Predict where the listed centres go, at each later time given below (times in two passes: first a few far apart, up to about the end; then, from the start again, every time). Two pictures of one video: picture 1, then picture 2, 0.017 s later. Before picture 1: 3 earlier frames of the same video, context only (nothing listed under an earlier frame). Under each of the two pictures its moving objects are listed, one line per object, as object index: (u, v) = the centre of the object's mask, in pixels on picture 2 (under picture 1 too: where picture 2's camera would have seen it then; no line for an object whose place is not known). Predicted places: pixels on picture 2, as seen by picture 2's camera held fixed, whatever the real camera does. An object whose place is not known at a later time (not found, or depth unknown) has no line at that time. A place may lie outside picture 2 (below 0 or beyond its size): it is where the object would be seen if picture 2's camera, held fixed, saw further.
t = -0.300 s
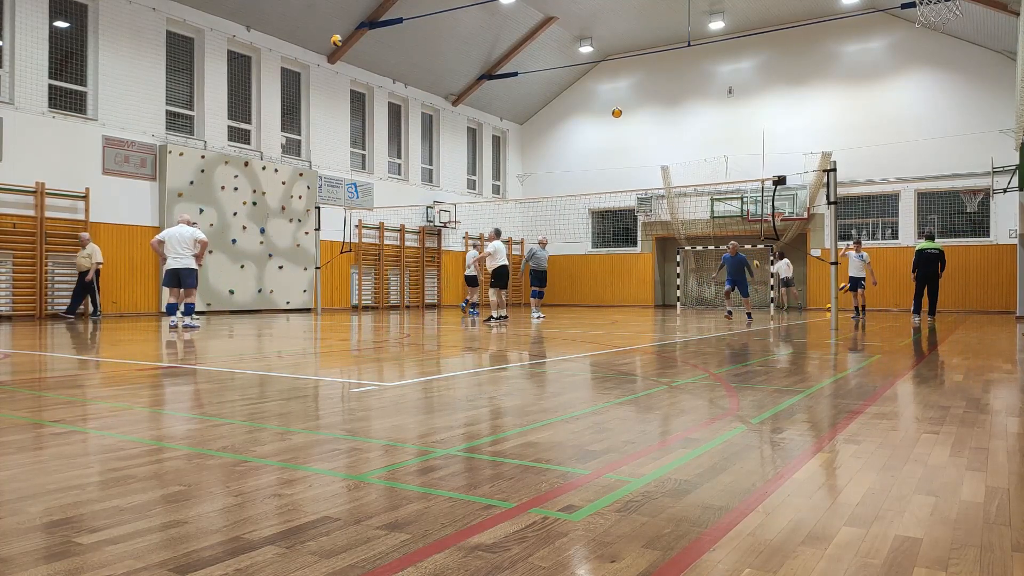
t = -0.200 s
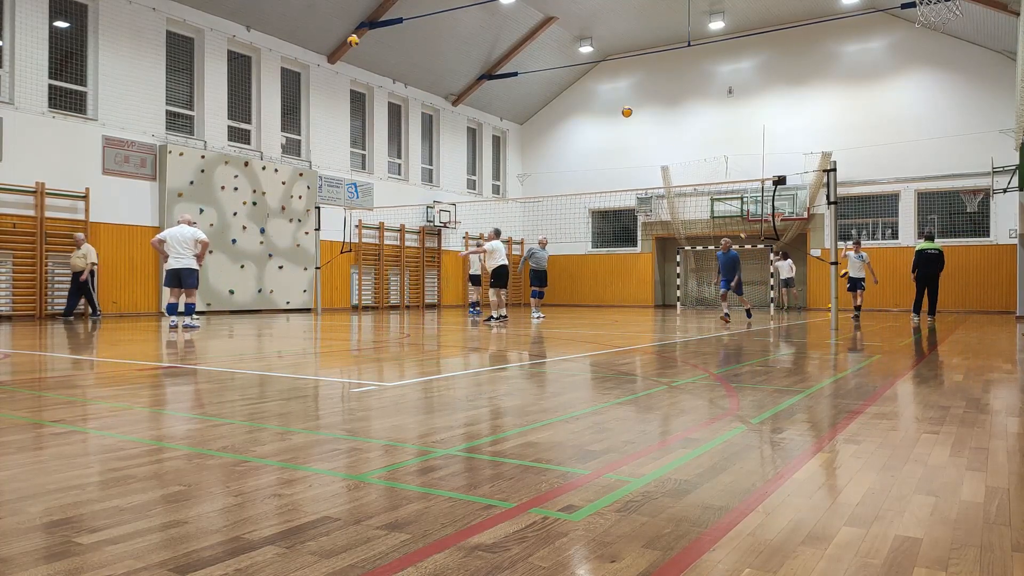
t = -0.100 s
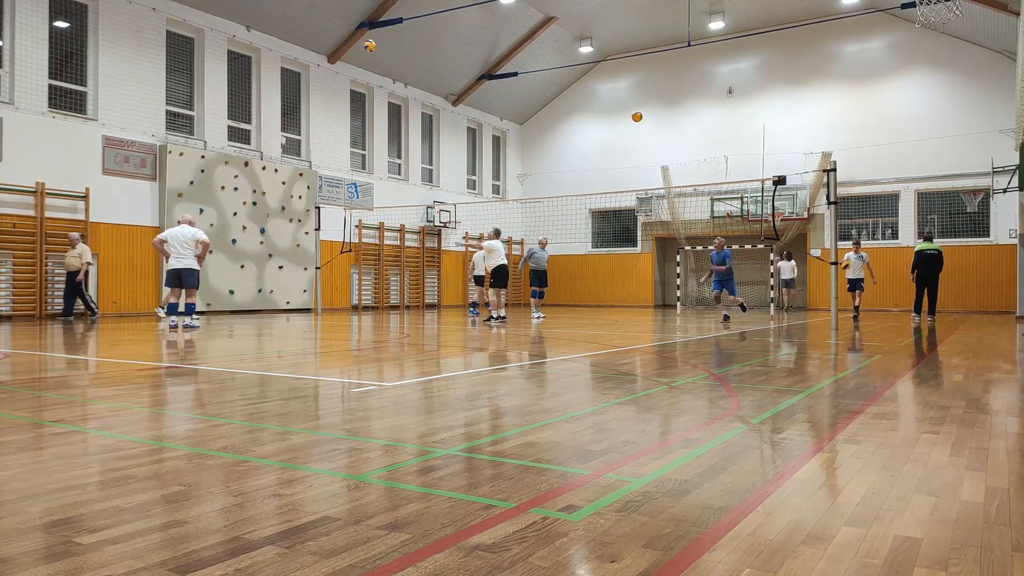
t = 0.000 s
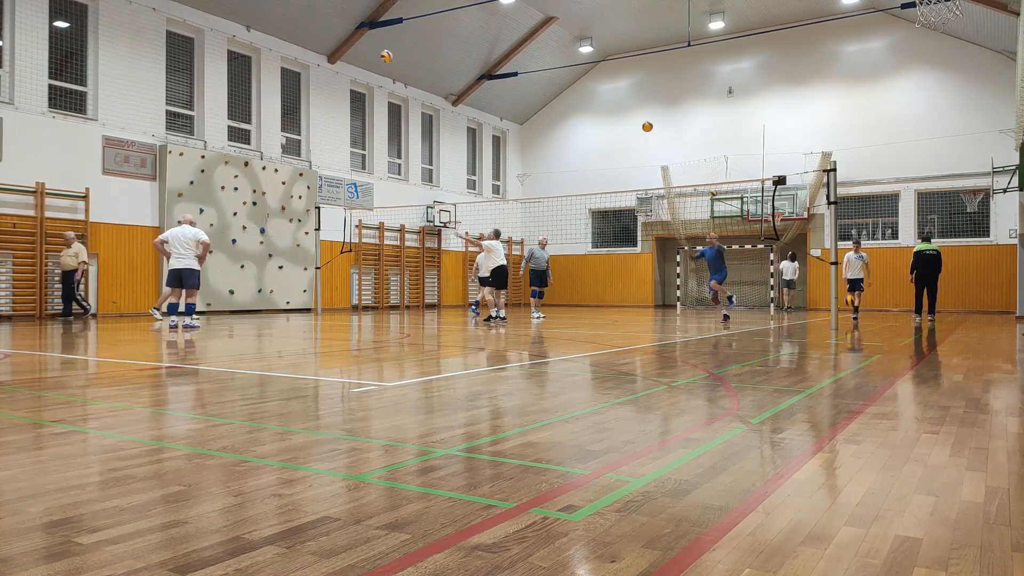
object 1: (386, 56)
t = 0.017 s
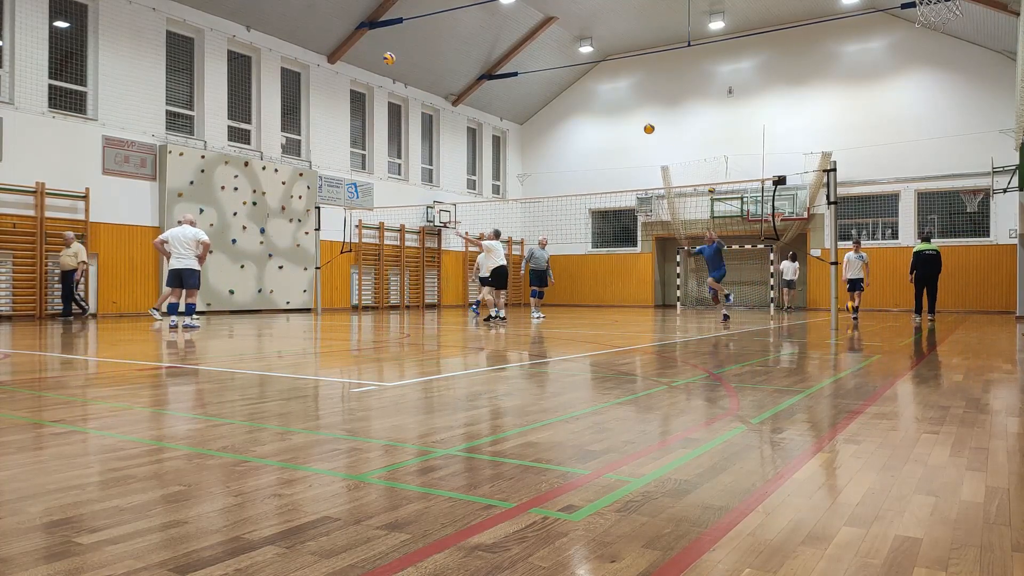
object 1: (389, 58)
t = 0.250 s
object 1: (426, 106)
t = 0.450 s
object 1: (457, 169)
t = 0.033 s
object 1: (392, 61)
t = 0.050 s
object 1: (394, 63)
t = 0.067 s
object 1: (397, 66)
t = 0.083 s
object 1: (400, 69)
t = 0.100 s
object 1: (403, 72)
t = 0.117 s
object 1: (405, 75)
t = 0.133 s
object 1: (408, 79)
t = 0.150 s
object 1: (410, 82)
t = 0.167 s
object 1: (412, 85)
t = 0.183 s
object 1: (416, 89)
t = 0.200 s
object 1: (418, 93)
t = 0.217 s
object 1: (421, 97)
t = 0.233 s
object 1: (424, 101)
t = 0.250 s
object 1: (426, 106)
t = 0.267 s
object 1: (429, 110)
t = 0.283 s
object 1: (431, 115)
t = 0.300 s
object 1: (434, 119)
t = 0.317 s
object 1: (437, 124)
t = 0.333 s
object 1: (440, 130)
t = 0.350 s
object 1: (442, 135)
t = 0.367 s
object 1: (444, 140)
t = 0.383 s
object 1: (447, 146)
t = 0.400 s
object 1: (450, 152)
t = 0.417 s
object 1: (452, 157)
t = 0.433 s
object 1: (455, 163)
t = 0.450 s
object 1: (457, 169)
